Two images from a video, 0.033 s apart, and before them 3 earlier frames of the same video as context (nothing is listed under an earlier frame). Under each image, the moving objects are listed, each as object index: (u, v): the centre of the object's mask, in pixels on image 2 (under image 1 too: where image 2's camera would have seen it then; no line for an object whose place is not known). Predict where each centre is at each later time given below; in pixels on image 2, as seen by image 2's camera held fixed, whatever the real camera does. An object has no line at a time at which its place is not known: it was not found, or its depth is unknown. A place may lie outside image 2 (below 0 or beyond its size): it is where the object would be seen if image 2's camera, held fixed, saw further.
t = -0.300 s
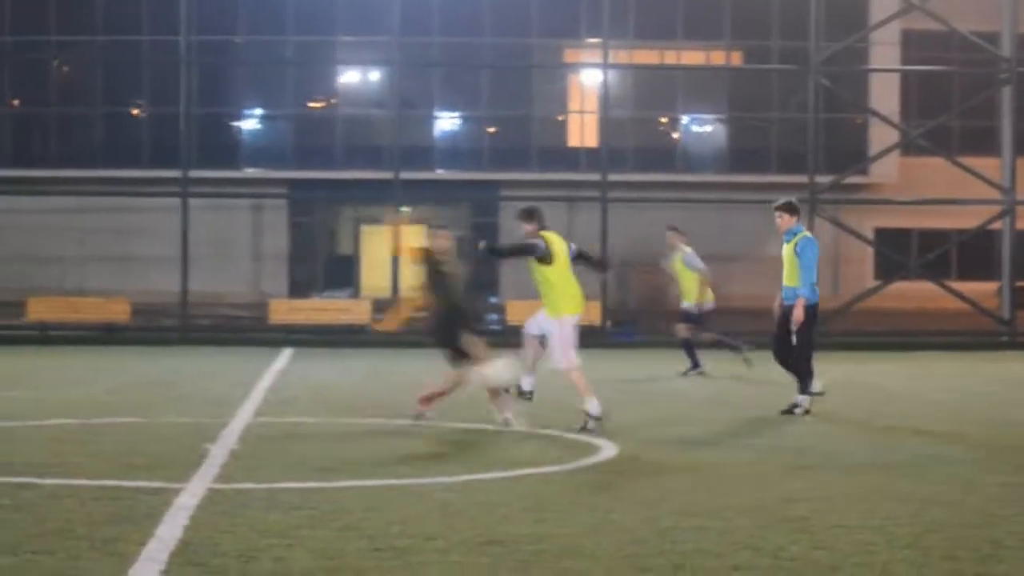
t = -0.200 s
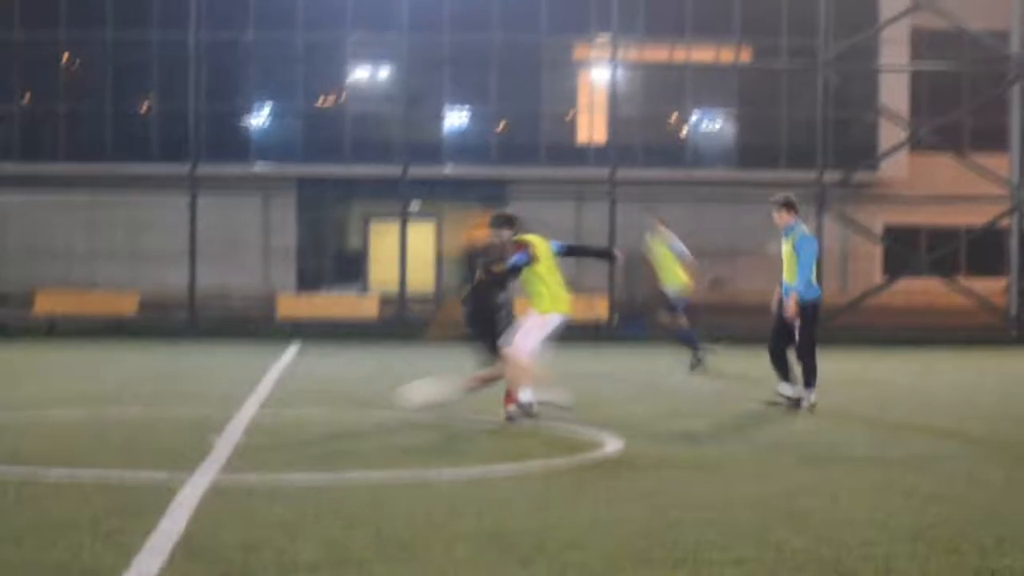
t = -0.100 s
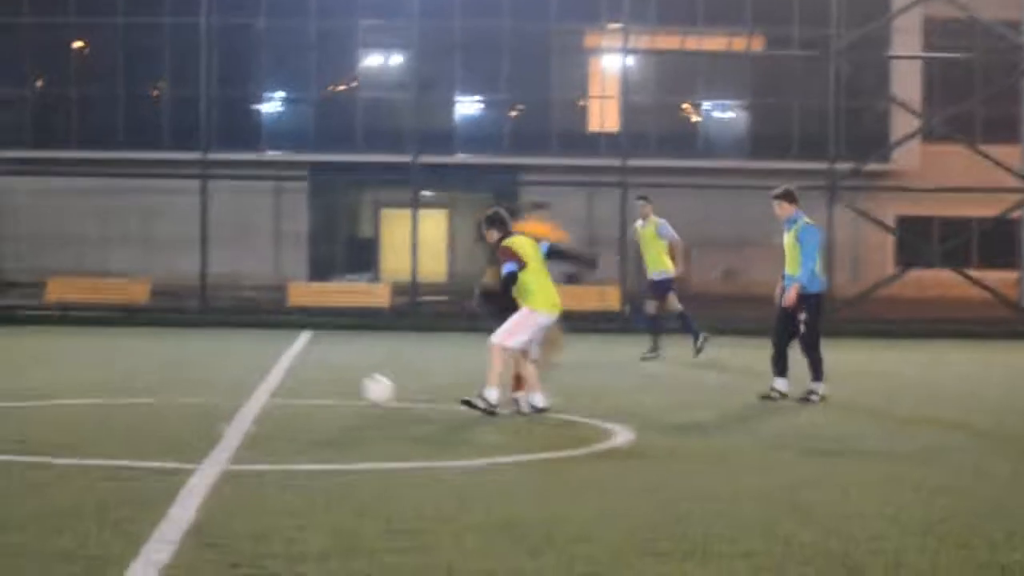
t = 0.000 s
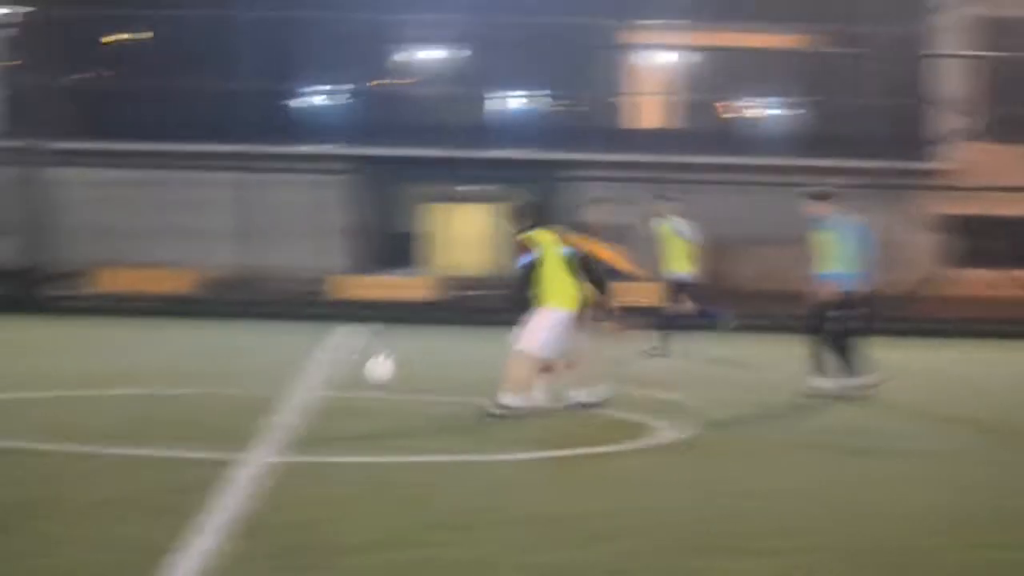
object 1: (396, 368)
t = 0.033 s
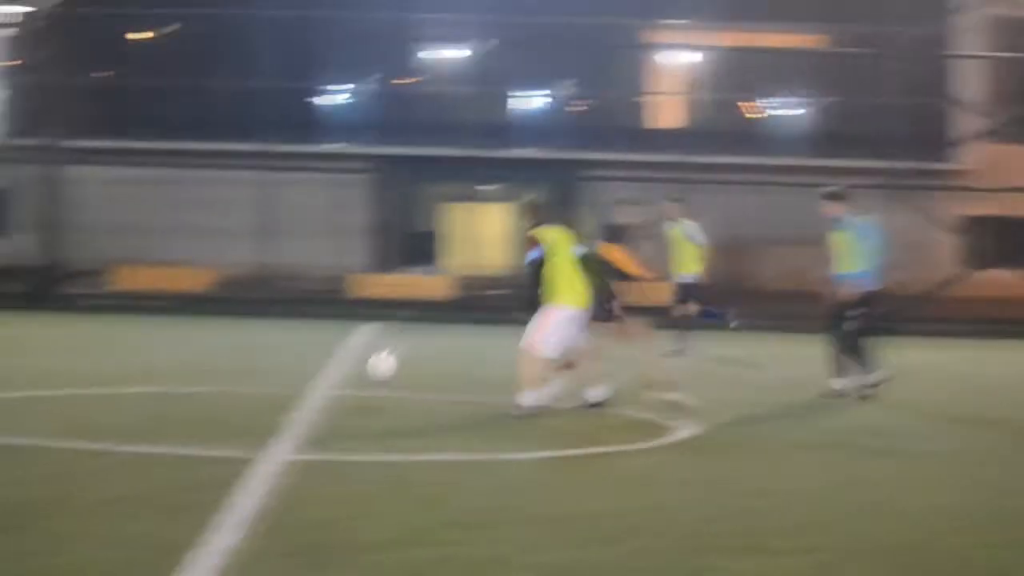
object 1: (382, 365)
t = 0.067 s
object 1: (369, 363)
